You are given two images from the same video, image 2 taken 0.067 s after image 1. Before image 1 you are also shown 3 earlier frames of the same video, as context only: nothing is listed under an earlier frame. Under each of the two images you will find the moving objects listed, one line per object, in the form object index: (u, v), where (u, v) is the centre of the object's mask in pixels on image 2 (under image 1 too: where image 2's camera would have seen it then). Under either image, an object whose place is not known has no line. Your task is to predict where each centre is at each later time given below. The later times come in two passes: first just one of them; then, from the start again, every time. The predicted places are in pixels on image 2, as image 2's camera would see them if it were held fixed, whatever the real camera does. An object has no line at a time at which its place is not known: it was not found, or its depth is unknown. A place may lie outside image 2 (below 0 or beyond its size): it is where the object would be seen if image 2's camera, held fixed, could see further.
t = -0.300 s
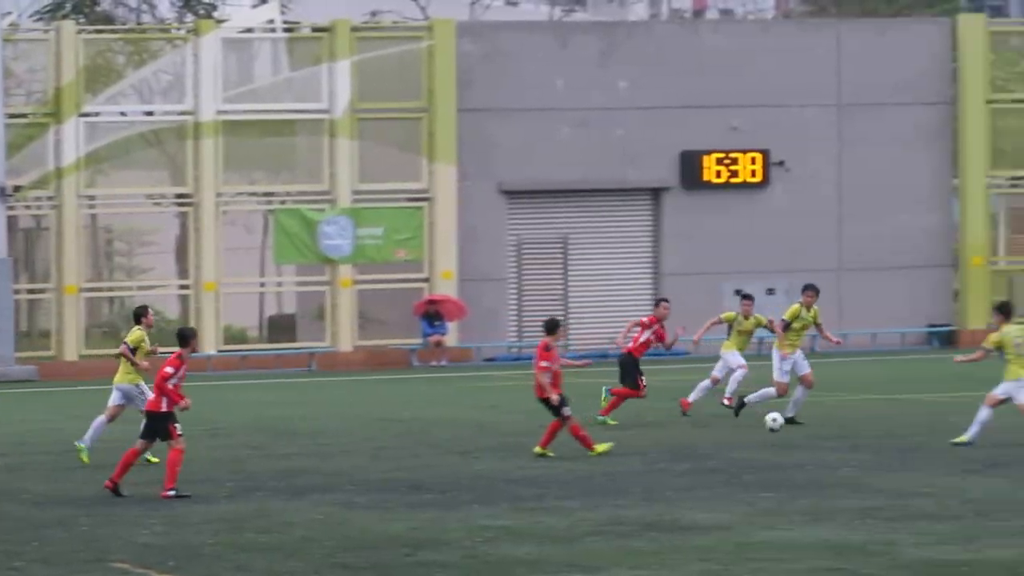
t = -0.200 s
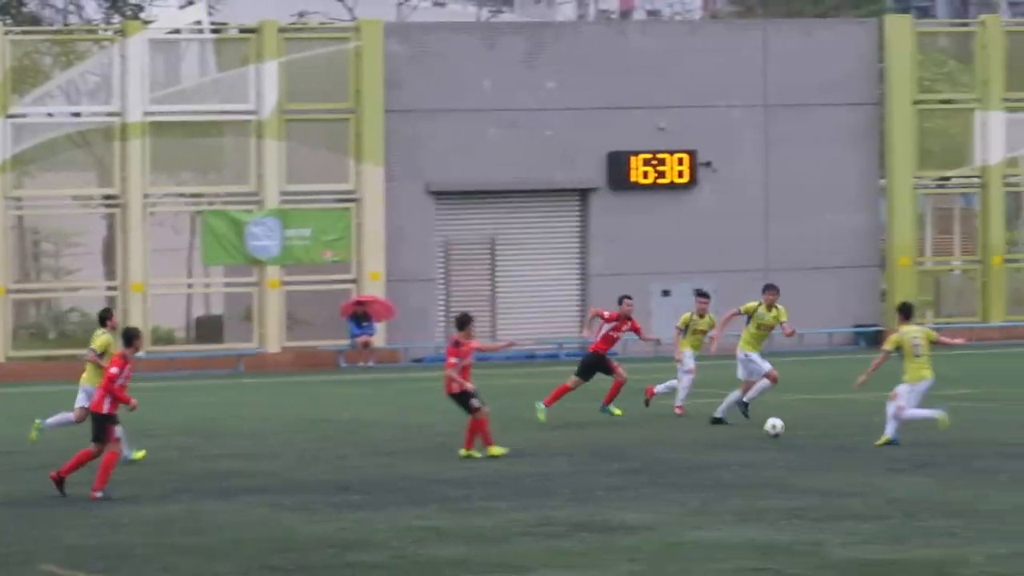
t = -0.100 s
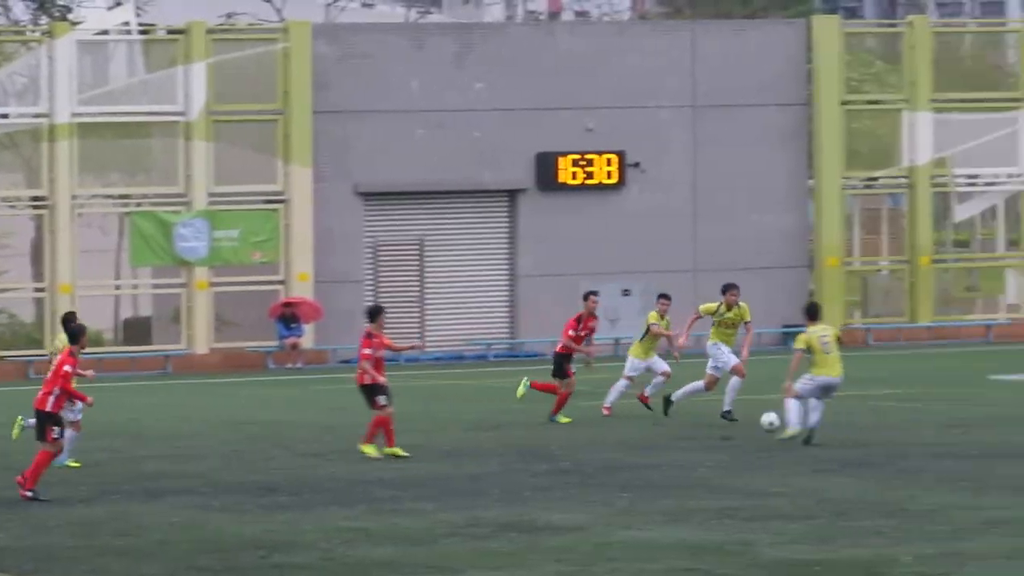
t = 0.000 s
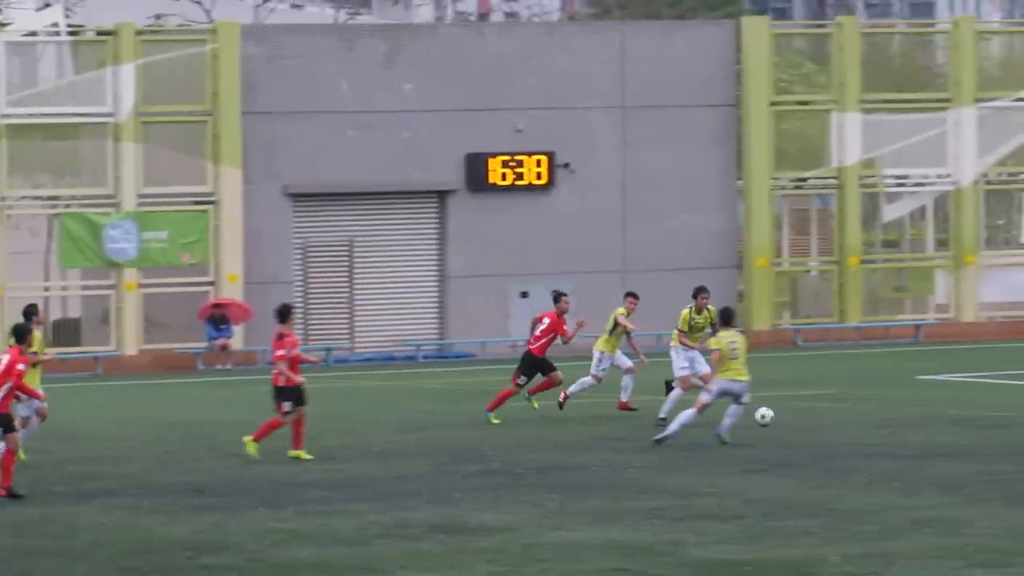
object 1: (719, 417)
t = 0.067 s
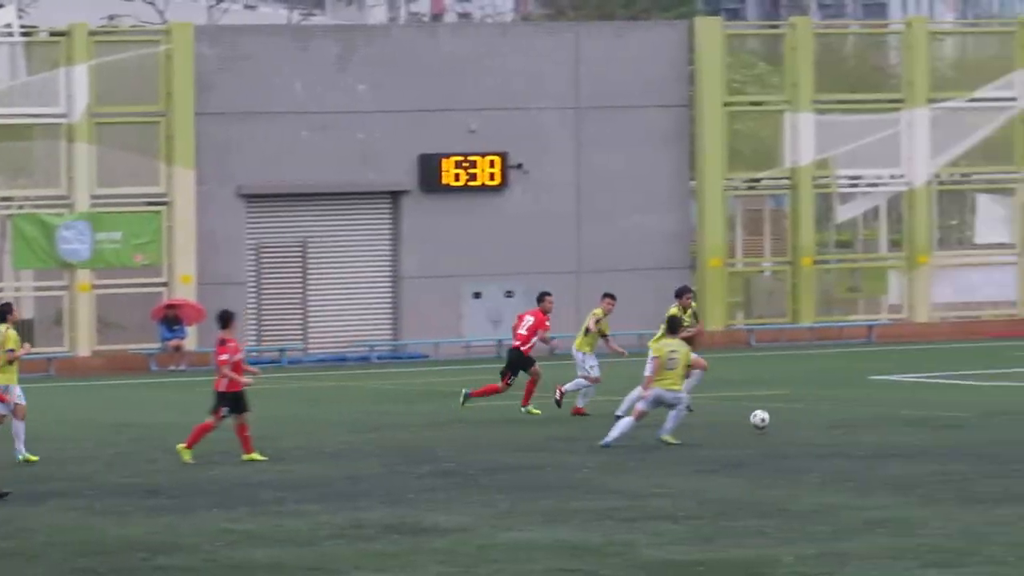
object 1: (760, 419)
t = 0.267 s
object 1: (873, 413)
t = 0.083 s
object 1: (769, 420)
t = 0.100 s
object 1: (778, 421)
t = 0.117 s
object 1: (789, 422)
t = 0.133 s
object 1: (798, 421)
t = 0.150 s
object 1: (808, 419)
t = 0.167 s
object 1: (816, 418)
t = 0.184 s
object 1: (826, 416)
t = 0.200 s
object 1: (835, 415)
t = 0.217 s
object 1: (845, 414)
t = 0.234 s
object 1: (855, 414)
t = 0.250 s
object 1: (864, 414)
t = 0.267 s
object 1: (873, 413)
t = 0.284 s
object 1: (883, 413)
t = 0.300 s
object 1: (893, 413)
